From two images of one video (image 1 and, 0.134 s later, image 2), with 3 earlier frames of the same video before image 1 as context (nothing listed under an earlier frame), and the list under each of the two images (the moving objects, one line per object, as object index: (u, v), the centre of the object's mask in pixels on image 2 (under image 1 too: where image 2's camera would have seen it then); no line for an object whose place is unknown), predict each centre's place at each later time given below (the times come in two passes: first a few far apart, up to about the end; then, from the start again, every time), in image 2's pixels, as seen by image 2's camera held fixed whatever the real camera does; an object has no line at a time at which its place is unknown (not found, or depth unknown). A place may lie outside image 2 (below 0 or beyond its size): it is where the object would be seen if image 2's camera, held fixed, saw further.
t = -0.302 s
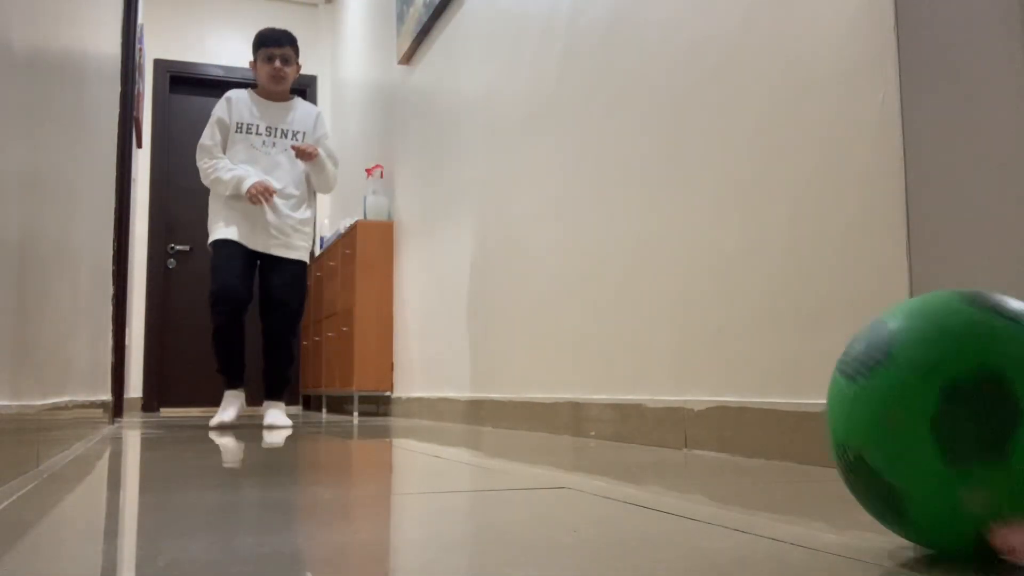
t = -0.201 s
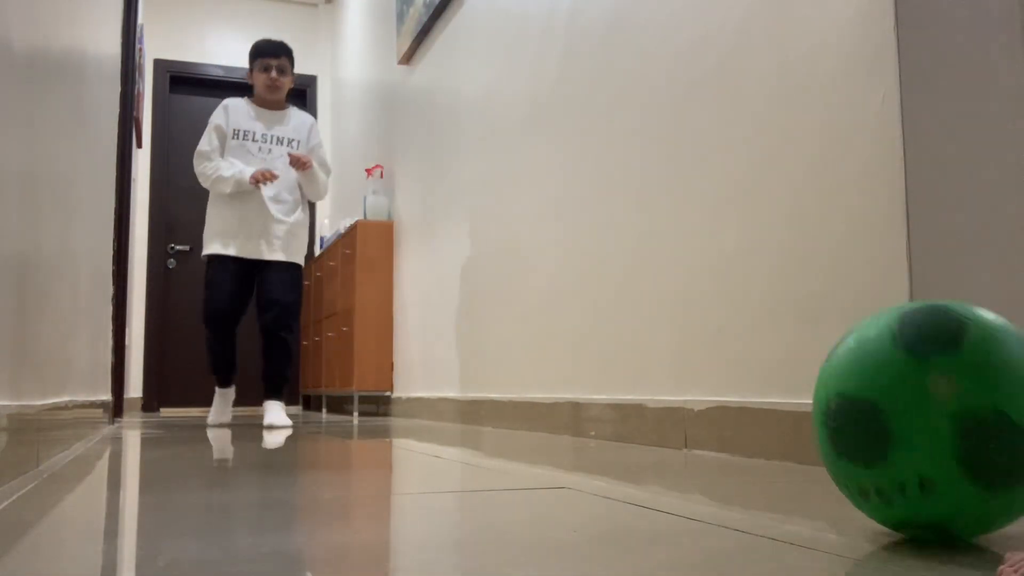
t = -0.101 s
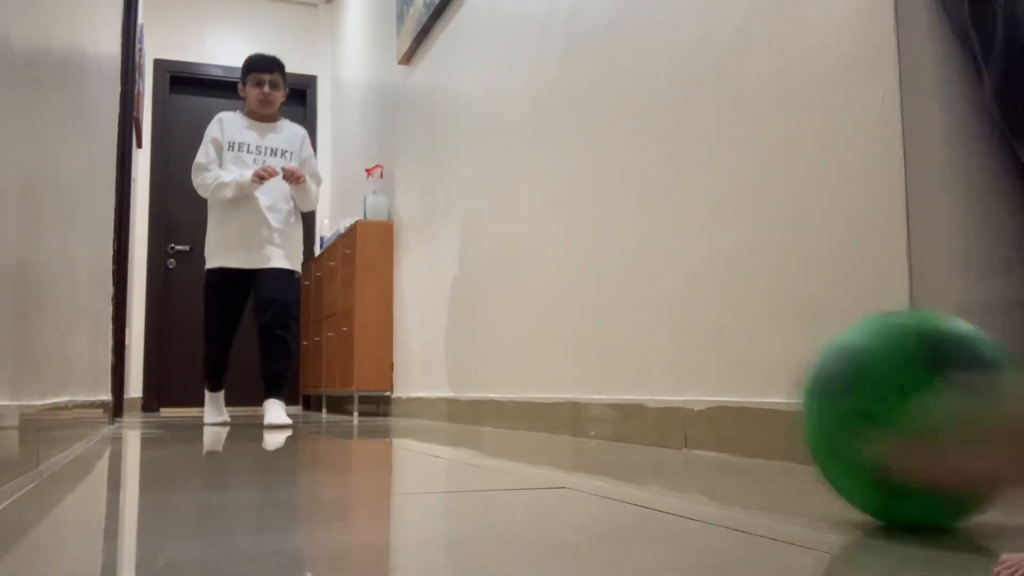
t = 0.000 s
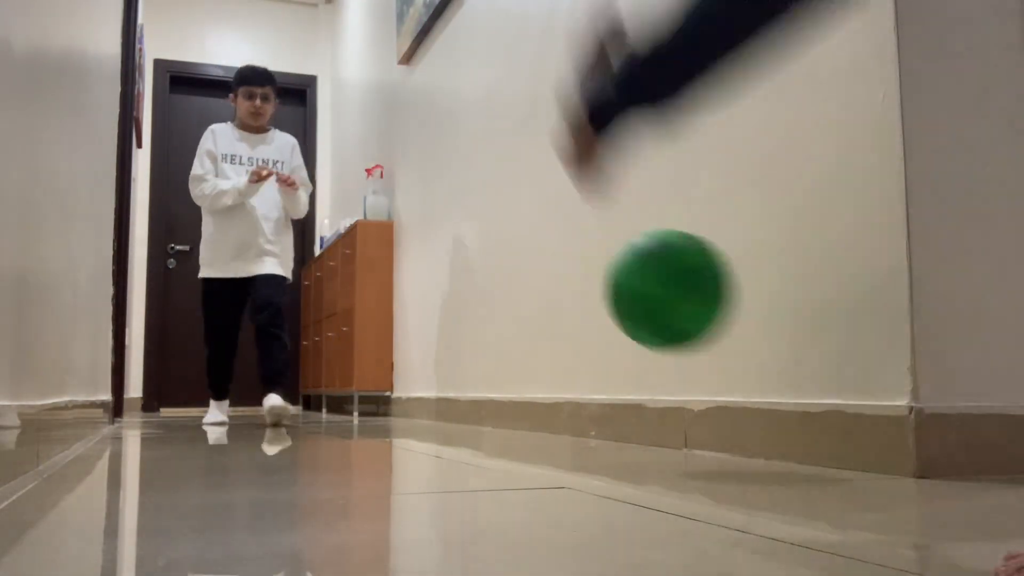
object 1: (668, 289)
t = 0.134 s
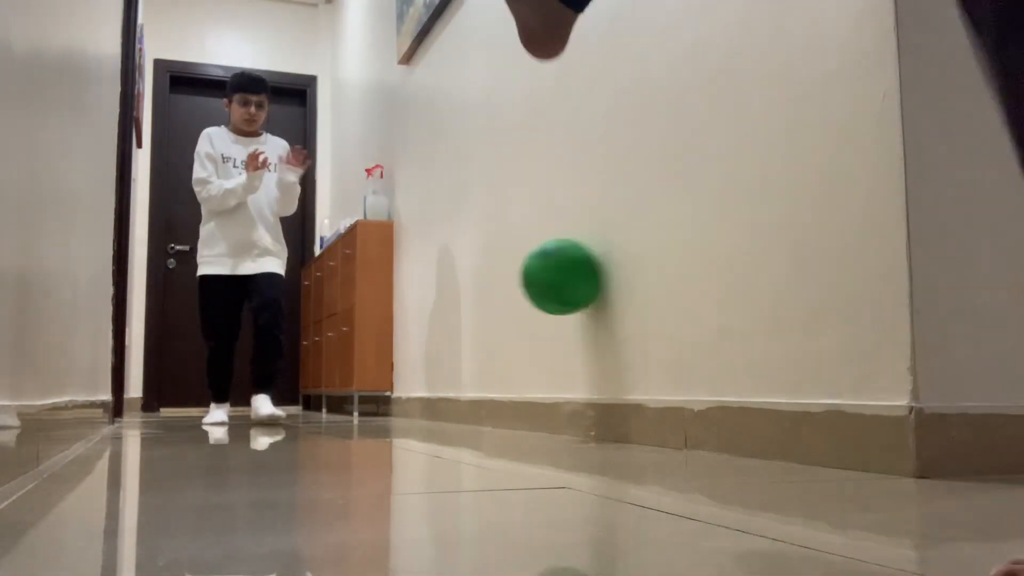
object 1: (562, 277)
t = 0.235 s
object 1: (462, 278)
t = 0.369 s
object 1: (372, 319)
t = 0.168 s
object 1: (527, 273)
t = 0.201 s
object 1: (494, 274)
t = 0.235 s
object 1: (462, 278)
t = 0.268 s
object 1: (436, 284)
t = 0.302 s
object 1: (413, 294)
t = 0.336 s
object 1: (391, 305)
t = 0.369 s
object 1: (372, 319)
